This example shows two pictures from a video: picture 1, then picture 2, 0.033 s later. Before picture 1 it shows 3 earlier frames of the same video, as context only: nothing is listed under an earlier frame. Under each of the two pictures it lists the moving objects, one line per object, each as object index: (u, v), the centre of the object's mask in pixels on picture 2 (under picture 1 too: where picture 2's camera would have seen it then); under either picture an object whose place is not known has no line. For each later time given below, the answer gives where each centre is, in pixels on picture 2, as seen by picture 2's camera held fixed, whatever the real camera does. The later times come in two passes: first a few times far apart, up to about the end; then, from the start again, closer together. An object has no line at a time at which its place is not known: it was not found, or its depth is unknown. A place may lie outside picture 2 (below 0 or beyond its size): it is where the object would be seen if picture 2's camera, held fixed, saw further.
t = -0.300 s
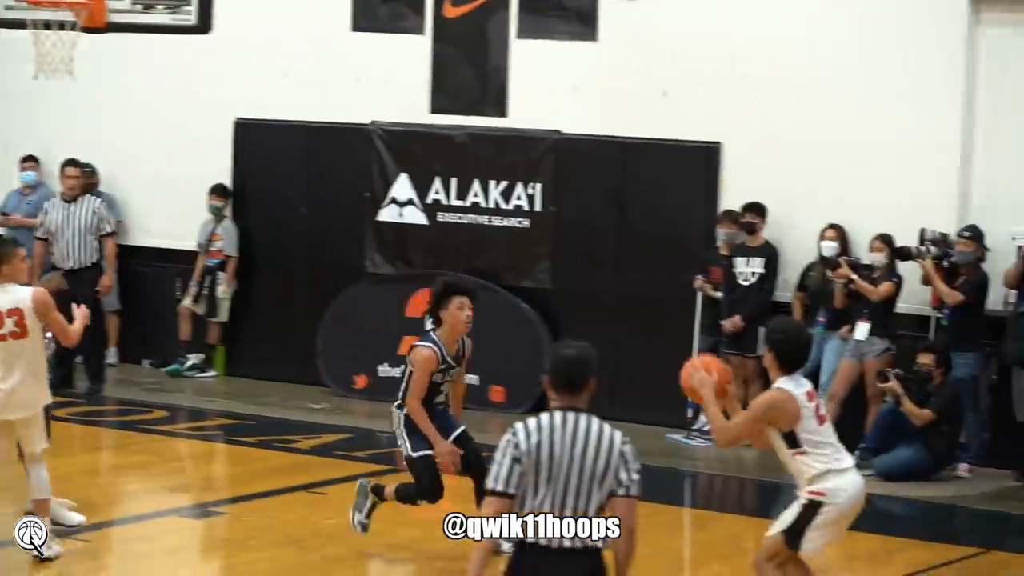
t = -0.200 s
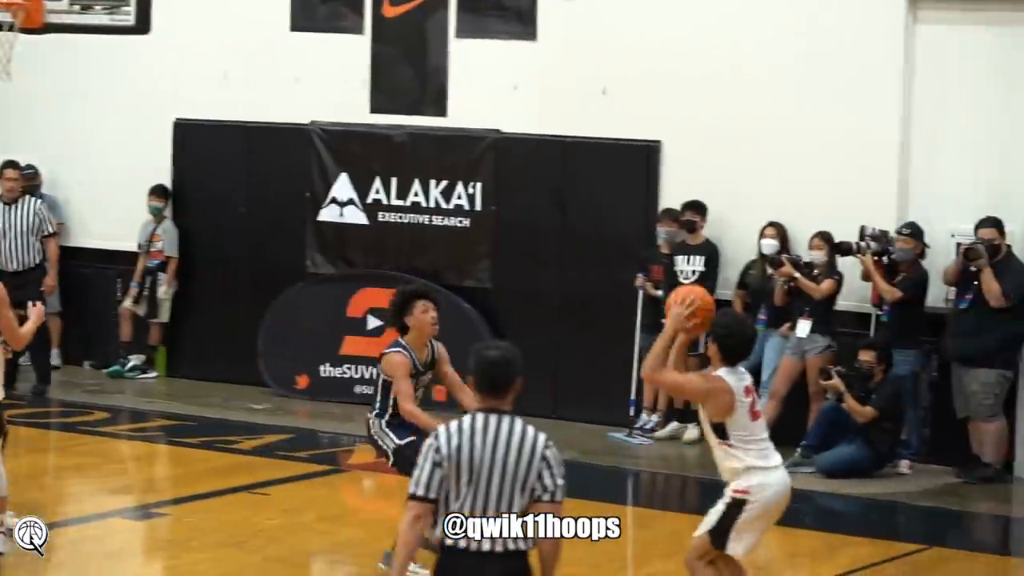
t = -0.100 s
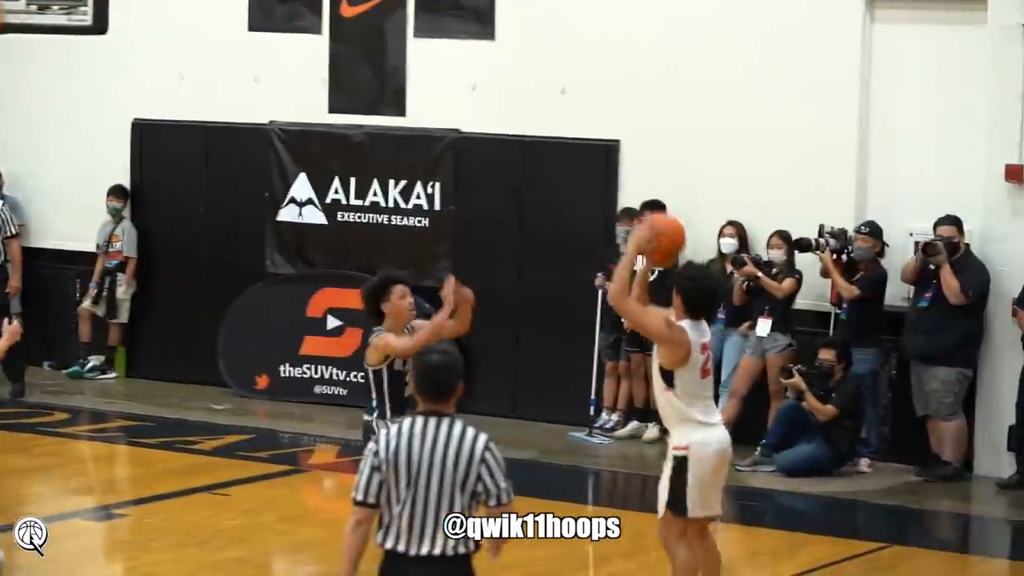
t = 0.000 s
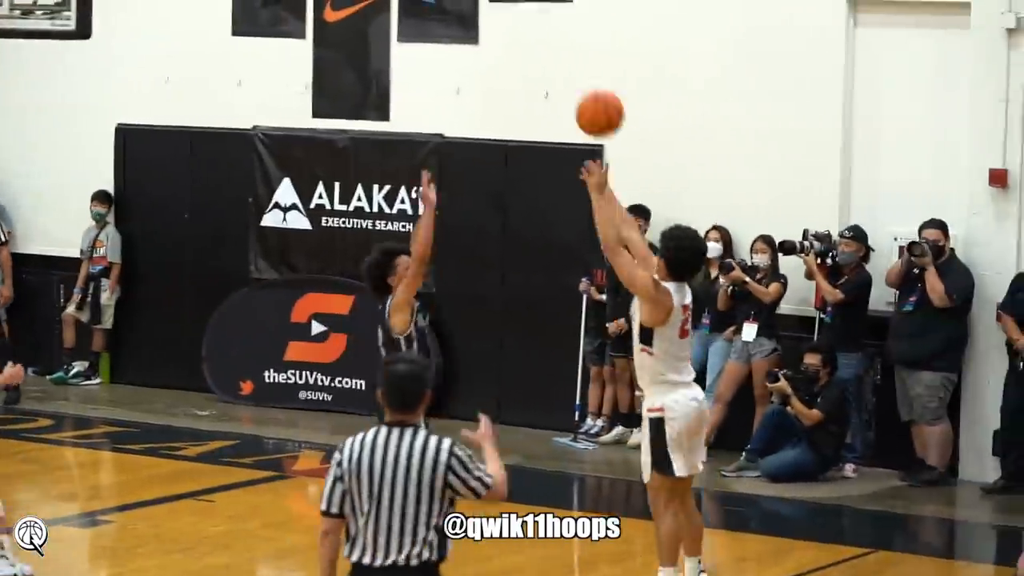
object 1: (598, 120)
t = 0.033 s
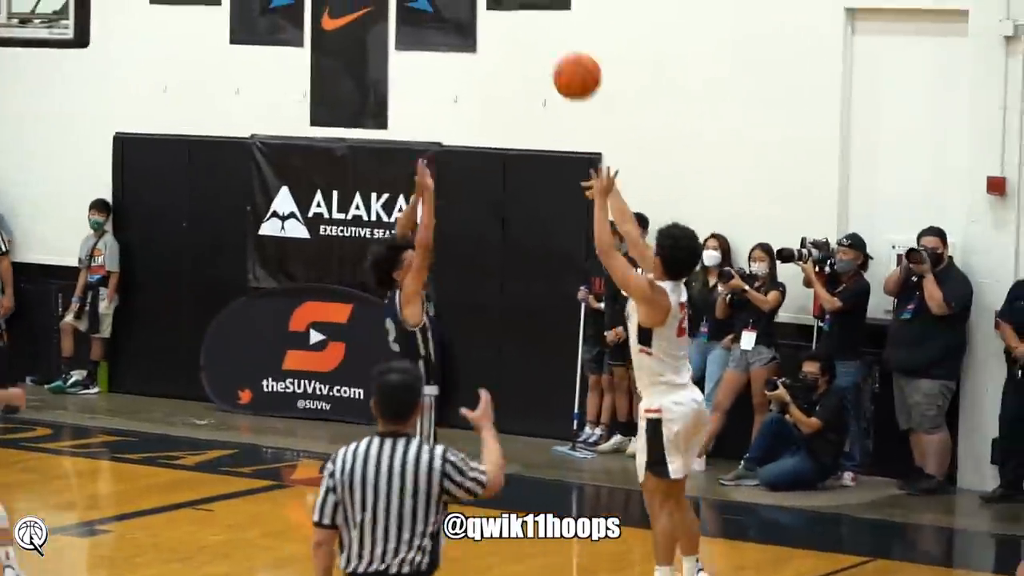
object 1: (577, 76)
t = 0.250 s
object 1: (450, -150)
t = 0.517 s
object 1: (306, -300)
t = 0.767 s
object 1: (180, -311)
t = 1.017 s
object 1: (66, -210)
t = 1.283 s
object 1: (-45, 0)
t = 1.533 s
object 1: (50, 28)
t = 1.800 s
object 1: (51, 125)
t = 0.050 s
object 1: (567, 55)
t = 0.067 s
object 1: (556, 35)
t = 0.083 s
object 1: (546, 13)
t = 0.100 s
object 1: (536, -5)
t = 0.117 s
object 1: (527, -19)
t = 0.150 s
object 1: (508, -48)
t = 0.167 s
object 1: (498, -65)
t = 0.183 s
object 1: (489, -81)
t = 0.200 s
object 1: (478, -97)
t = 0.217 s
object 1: (467, -115)
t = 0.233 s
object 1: (459, -132)
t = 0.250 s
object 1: (450, -150)
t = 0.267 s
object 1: (439, -166)
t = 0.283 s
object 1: (430, -182)
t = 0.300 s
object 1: (420, -196)
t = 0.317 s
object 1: (410, -208)
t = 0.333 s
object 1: (402, -219)
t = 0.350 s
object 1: (392, -229)
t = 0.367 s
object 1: (383, -238)
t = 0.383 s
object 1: (374, -246)
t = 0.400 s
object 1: (365, -255)
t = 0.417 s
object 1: (356, -262)
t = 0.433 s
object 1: (347, -271)
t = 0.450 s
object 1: (339, -277)
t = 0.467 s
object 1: (332, -284)
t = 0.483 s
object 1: (323, -289)
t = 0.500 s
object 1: (315, -294)
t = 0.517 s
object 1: (306, -300)
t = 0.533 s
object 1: (297, -304)
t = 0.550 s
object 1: (288, -308)
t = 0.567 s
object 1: (280, -312)
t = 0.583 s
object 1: (272, -314)
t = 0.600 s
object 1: (263, -317)
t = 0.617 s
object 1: (254, -318)
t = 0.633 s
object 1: (246, -320)
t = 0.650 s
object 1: (237, -321)
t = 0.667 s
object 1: (229, -321)
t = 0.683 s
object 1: (221, -320)
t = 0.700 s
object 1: (213, -319)
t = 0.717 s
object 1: (204, -318)
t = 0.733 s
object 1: (196, -316)
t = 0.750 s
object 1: (188, -313)
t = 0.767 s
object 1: (180, -311)
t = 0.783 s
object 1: (172, -307)
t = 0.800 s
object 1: (164, -303)
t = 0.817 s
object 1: (156, -299)
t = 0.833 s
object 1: (148, -294)
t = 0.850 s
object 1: (140, -288)
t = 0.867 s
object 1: (133, -282)
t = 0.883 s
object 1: (125, -276)
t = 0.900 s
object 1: (117, -269)
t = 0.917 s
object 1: (110, -262)
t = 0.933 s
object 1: (102, -254)
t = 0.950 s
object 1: (94, -246)
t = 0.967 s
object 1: (87, -237)
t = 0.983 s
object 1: (80, -228)
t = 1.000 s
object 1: (73, -219)
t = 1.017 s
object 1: (66, -210)
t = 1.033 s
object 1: (59, -199)
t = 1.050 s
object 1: (52, -189)
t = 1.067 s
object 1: (44, -178)
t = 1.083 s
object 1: (36, -166)
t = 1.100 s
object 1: (31, -155)
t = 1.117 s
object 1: (23, -143)
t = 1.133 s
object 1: (16, -130)
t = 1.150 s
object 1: (9, -117)
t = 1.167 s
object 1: (2, -104)
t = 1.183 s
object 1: (-5, -90)
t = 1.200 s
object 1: (-12, -76)
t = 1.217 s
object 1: (-18, -61)
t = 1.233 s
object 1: (-25, -47)
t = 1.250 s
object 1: (-32, -32)
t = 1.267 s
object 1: (-38, -16)
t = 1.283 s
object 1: (-45, 0)
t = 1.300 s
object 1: (-41, 6)
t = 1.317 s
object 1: (-24, 8)
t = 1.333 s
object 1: (-10, 11)
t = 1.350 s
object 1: (5, 14)
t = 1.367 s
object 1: (21, 18)
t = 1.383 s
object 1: (36, 22)
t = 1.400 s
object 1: (49, 25)
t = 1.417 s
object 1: (50, 24)
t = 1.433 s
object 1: (50, 24)
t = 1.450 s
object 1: (50, 24)
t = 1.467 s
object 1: (49, 24)
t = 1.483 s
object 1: (50, 24)
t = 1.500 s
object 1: (50, 25)
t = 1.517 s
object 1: (50, 26)
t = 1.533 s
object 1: (50, 28)
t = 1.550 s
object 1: (50, 30)
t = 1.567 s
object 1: (50, 34)
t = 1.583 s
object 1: (50, 36)
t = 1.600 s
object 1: (50, 41)
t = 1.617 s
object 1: (50, 45)
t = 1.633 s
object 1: (50, 50)
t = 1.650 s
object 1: (50, 55)
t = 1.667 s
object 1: (50, 61)
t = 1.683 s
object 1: (50, 68)
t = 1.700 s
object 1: (50, 74)
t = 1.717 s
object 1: (50, 81)
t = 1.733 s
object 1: (50, 89)
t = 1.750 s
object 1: (50, 97)
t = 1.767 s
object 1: (51, 106)
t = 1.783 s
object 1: (51, 115)
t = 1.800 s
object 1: (51, 125)
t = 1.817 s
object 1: (51, 136)
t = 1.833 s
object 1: (51, 146)
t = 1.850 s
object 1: (52, 157)
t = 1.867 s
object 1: (52, 169)
